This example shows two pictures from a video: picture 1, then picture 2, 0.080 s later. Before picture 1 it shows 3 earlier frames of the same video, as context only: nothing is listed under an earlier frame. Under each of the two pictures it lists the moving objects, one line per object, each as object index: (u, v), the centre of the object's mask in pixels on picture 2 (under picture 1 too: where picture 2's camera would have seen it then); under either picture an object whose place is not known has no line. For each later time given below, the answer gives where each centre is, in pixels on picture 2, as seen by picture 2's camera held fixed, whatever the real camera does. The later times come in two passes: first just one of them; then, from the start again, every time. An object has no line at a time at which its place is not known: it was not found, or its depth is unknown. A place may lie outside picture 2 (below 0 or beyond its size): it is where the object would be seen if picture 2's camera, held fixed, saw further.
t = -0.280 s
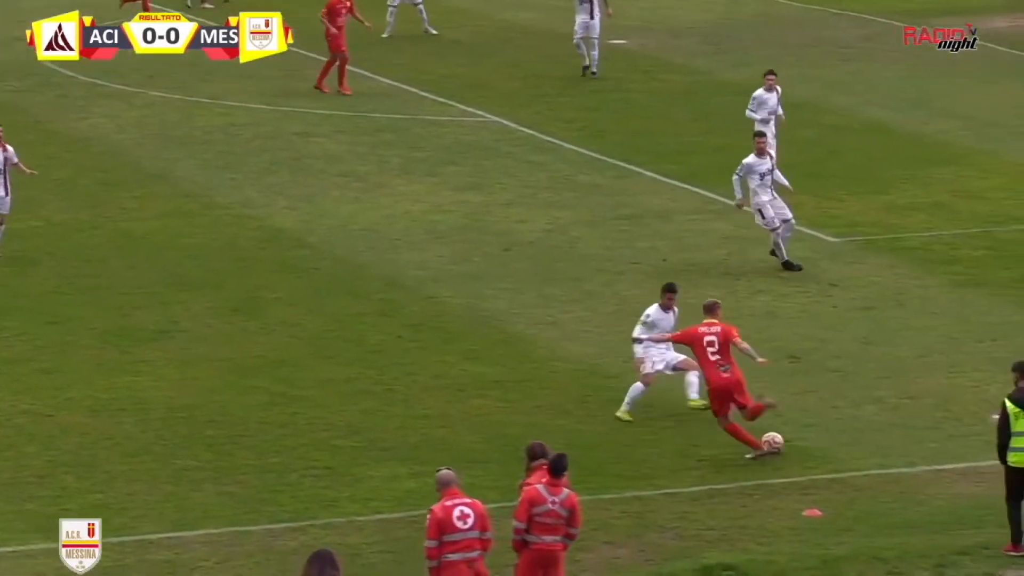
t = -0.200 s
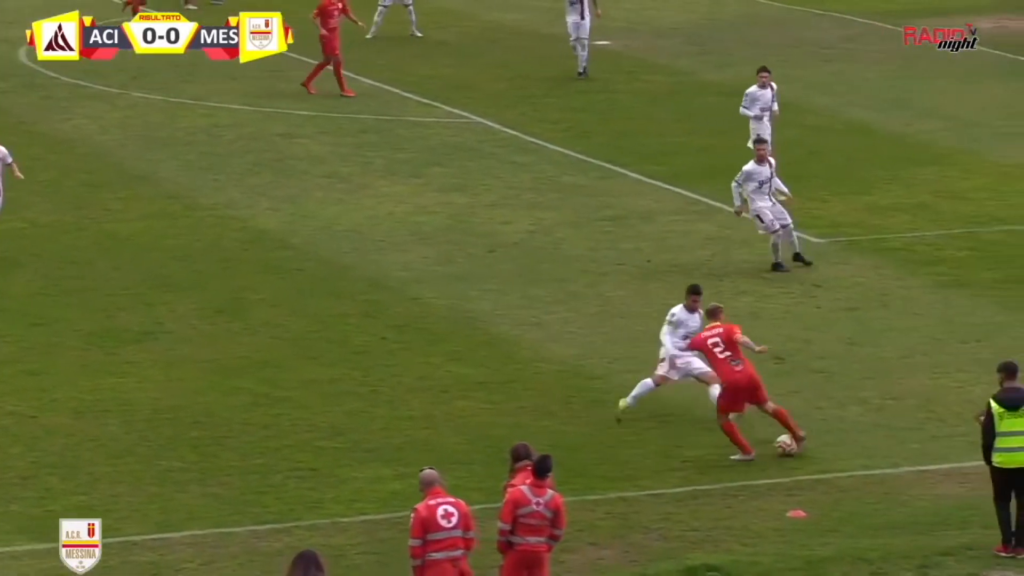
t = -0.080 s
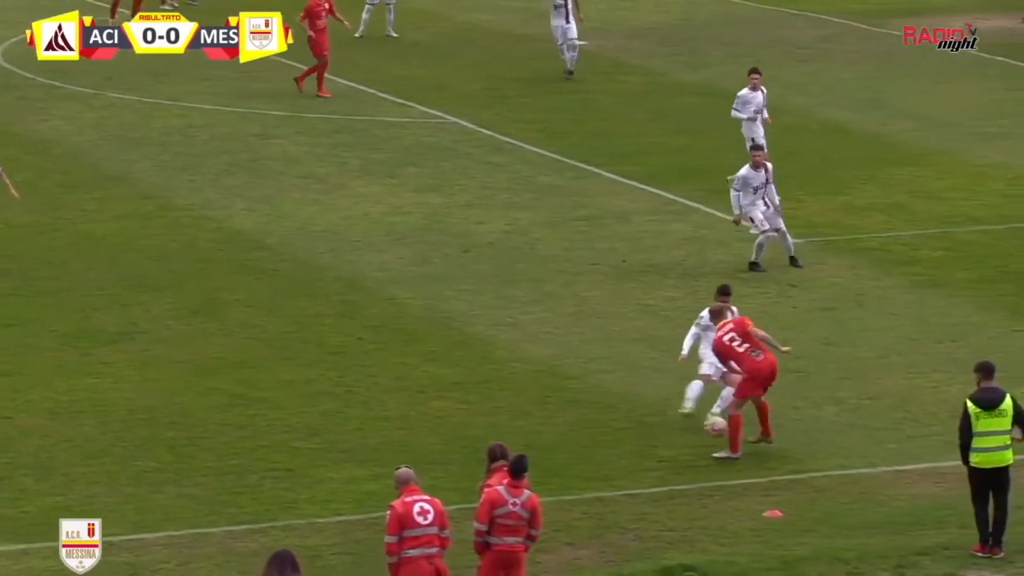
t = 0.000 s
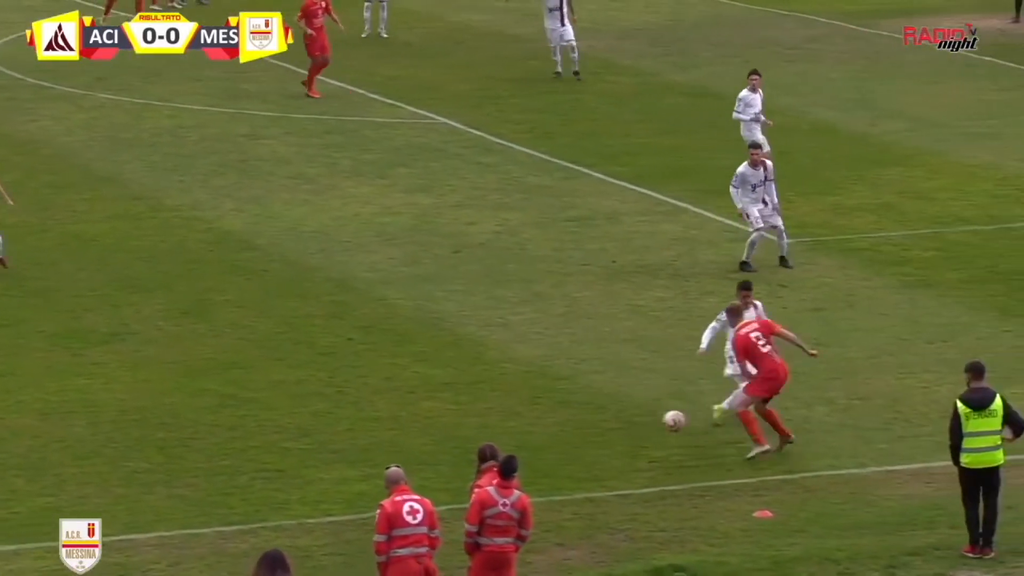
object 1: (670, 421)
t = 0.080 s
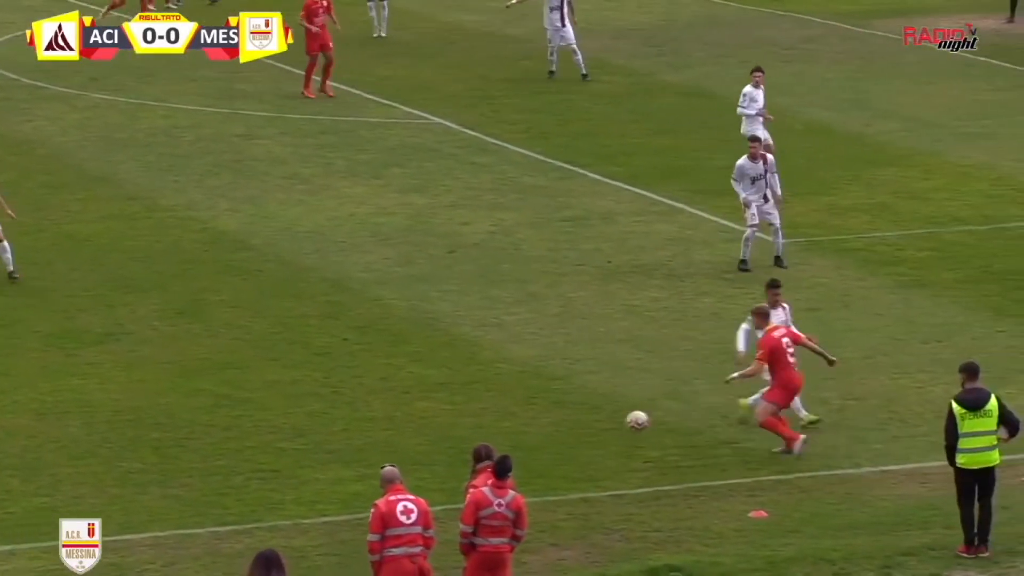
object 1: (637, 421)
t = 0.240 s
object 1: (576, 440)
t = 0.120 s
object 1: (622, 423)
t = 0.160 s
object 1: (607, 428)
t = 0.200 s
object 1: (592, 433)
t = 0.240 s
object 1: (576, 440)
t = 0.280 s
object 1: (562, 444)
